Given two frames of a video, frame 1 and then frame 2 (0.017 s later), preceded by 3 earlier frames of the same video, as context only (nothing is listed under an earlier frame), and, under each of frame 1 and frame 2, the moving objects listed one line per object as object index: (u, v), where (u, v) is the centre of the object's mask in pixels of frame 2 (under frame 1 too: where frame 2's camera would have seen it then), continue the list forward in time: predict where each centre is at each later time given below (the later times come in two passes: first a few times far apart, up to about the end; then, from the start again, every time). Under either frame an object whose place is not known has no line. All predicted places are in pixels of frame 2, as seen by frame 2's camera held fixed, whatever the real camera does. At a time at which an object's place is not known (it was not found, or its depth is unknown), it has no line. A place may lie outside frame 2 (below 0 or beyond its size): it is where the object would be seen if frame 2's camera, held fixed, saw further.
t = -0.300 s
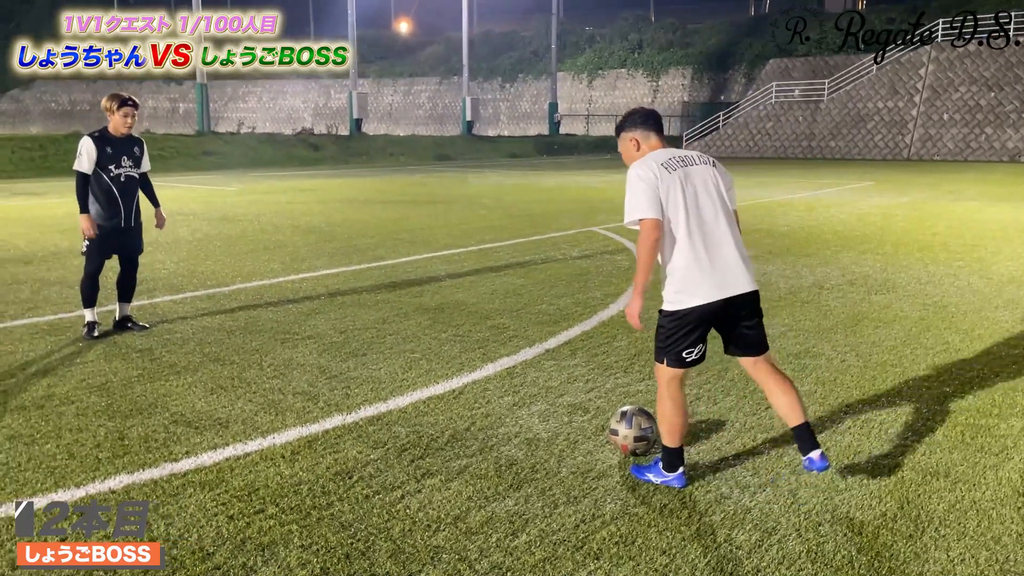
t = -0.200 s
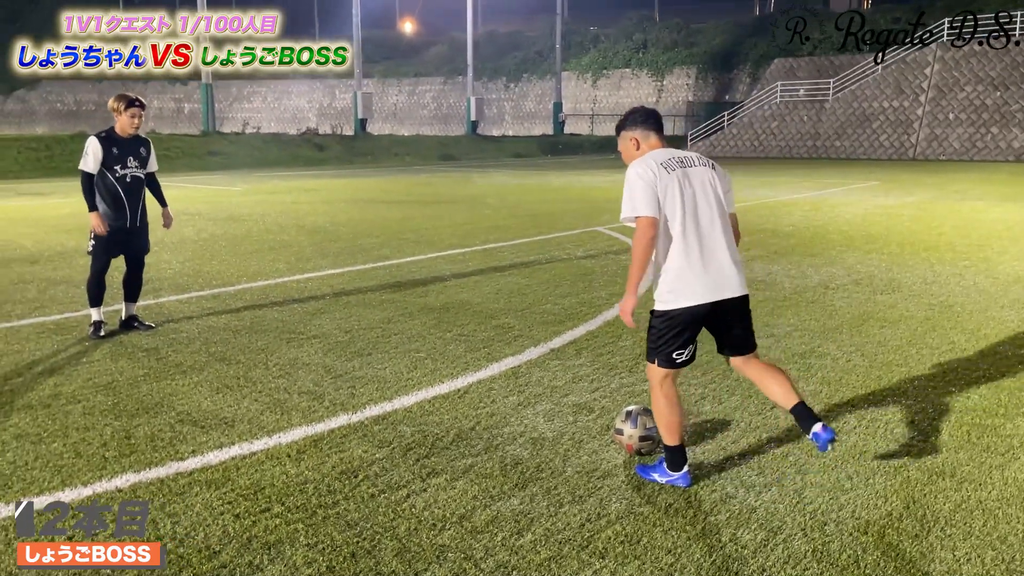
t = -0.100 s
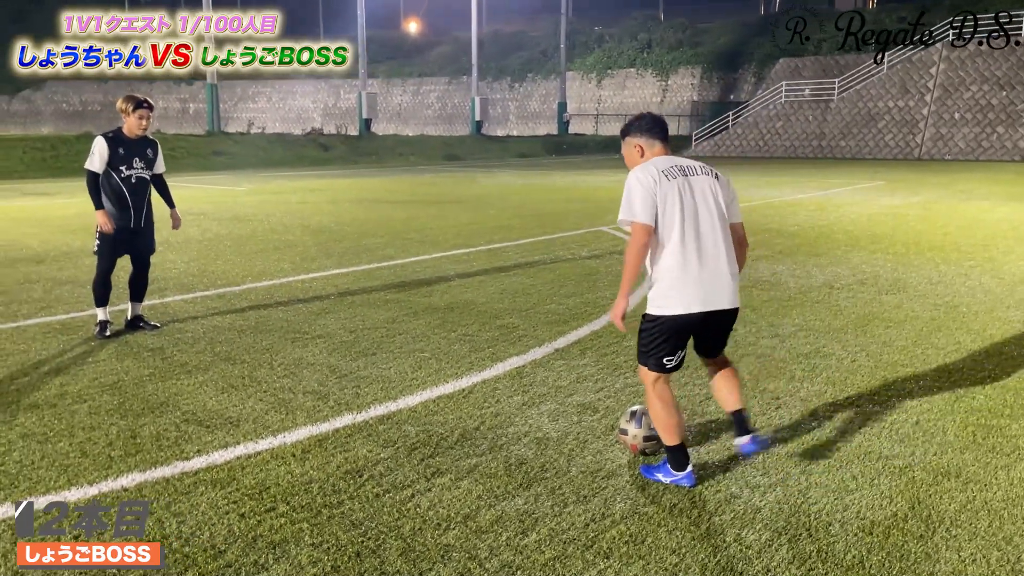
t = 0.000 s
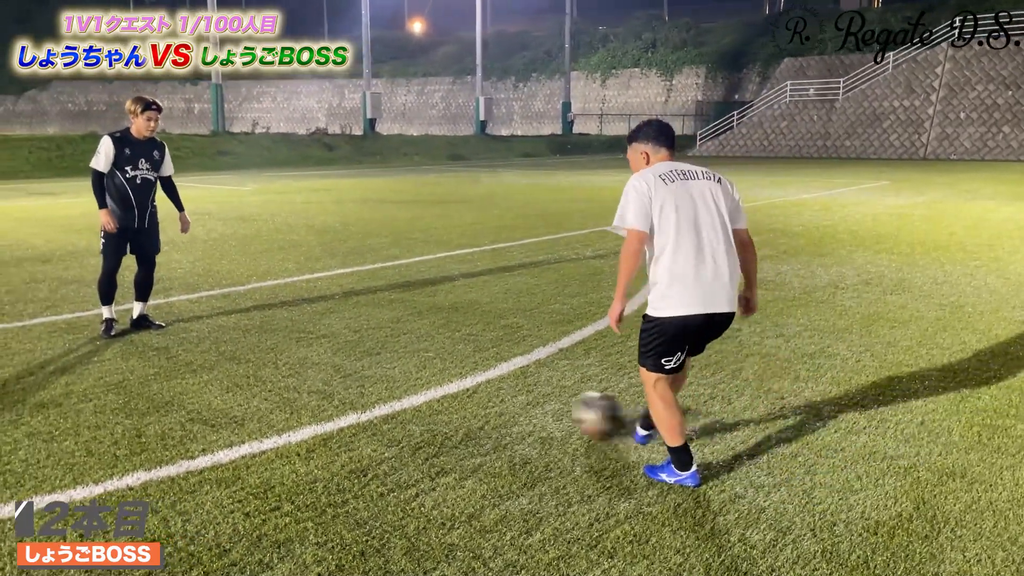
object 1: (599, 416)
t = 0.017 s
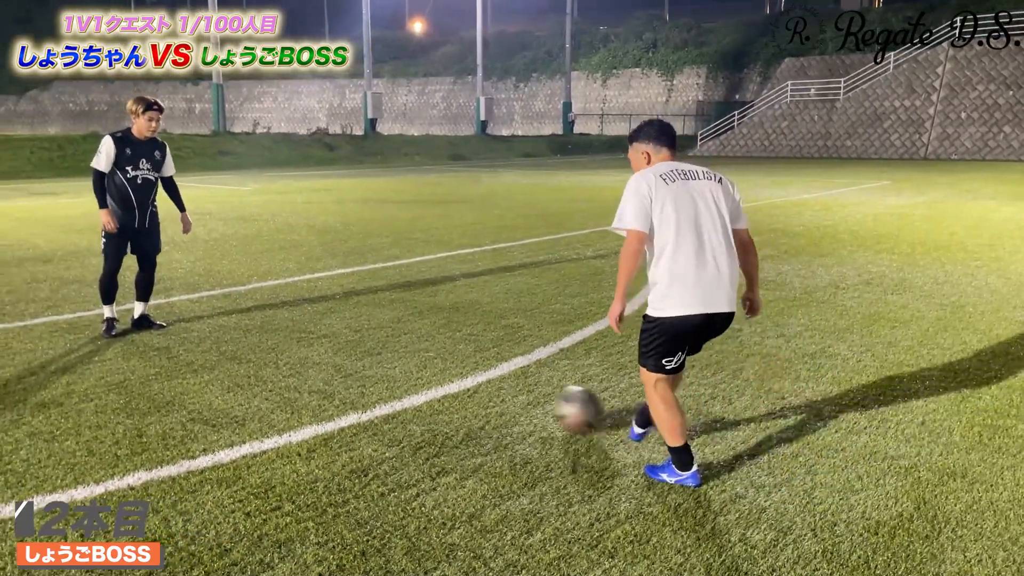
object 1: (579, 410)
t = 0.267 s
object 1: (369, 355)
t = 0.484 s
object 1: (269, 326)
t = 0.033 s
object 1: (561, 405)
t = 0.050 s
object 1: (542, 399)
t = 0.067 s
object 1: (524, 396)
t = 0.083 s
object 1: (507, 393)
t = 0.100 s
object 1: (492, 388)
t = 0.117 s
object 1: (477, 384)
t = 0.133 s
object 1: (462, 379)
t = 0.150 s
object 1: (449, 376)
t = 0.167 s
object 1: (436, 372)
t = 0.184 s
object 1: (424, 369)
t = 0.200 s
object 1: (413, 365)
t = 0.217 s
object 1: (402, 362)
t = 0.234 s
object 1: (390, 360)
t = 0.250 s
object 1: (381, 357)
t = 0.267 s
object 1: (369, 355)
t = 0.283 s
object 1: (361, 352)
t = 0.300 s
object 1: (352, 350)
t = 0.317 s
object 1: (343, 348)
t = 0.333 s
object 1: (335, 345)
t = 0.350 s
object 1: (326, 342)
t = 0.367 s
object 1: (318, 340)
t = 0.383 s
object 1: (310, 339)
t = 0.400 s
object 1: (302, 337)
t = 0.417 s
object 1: (295, 335)
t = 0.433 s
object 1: (289, 333)
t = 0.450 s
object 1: (282, 331)
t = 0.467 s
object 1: (276, 329)
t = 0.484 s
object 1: (269, 326)
